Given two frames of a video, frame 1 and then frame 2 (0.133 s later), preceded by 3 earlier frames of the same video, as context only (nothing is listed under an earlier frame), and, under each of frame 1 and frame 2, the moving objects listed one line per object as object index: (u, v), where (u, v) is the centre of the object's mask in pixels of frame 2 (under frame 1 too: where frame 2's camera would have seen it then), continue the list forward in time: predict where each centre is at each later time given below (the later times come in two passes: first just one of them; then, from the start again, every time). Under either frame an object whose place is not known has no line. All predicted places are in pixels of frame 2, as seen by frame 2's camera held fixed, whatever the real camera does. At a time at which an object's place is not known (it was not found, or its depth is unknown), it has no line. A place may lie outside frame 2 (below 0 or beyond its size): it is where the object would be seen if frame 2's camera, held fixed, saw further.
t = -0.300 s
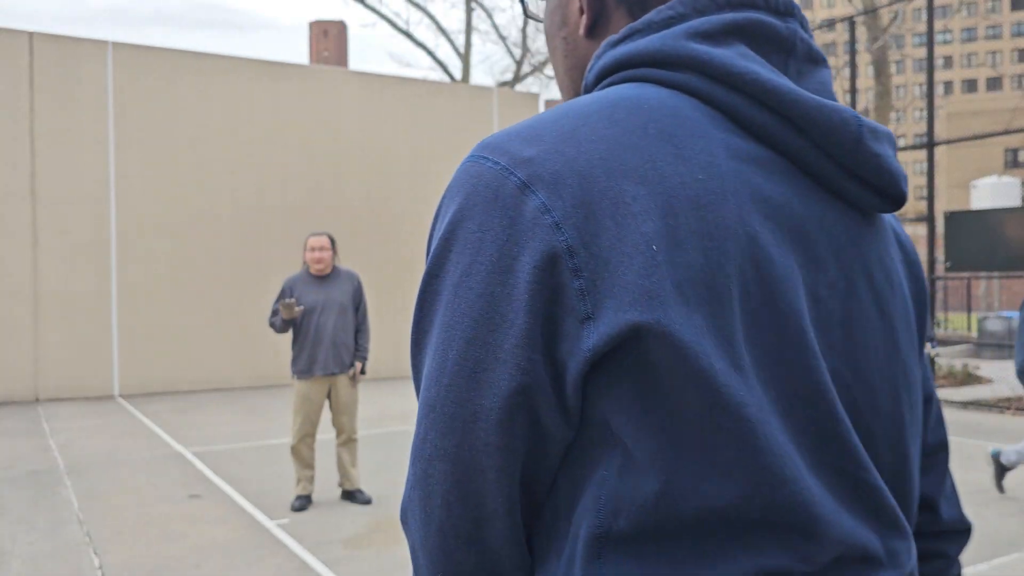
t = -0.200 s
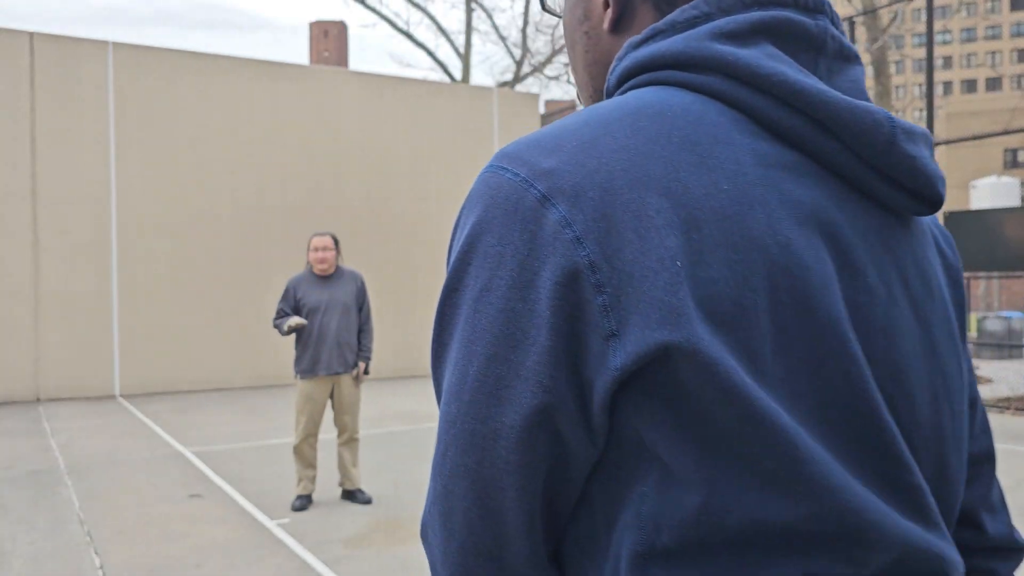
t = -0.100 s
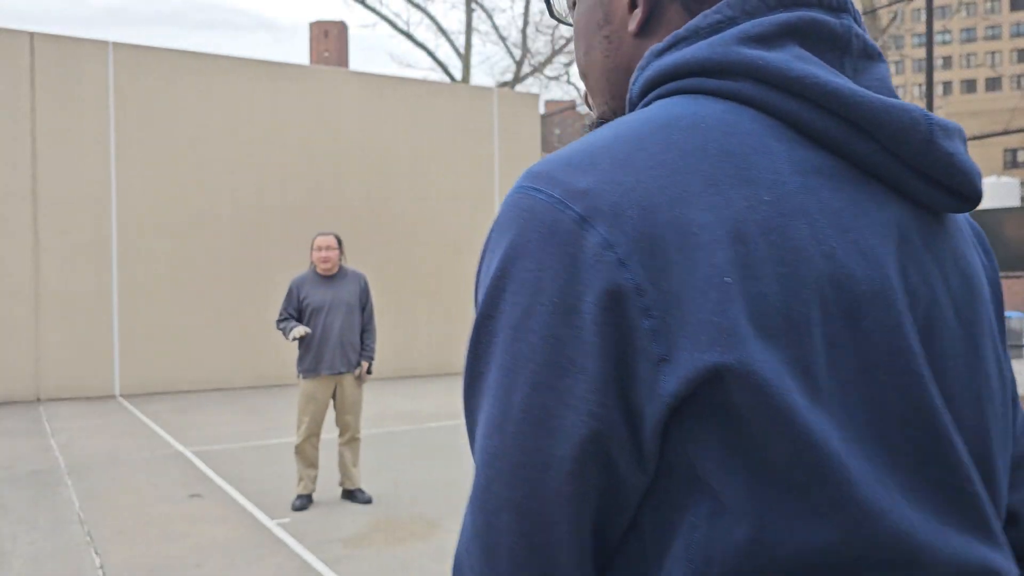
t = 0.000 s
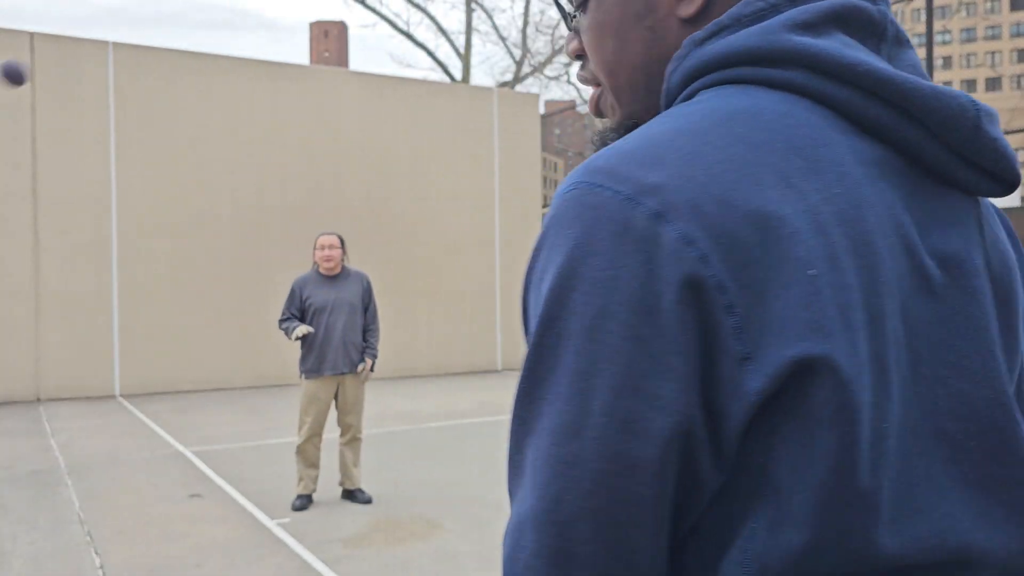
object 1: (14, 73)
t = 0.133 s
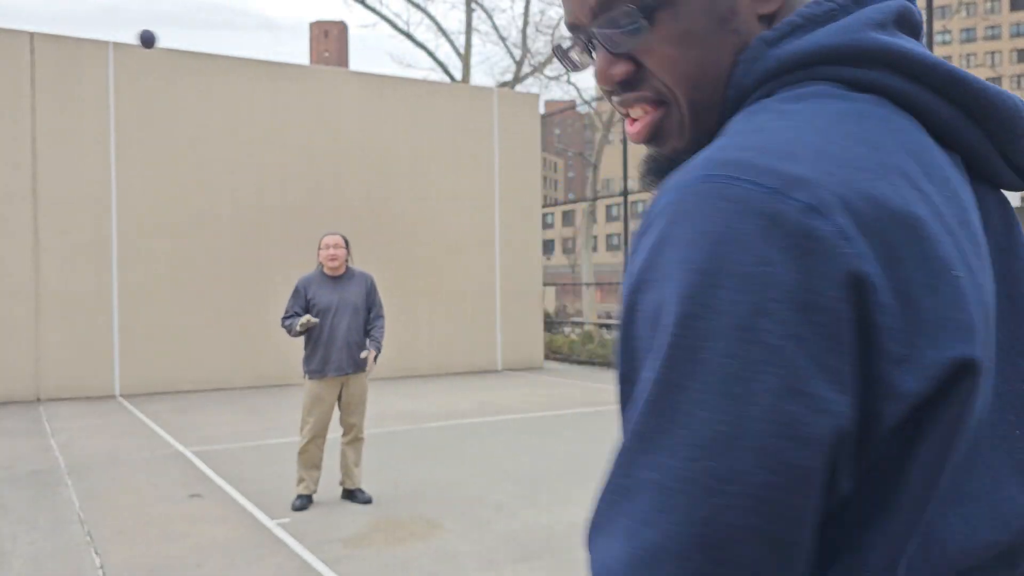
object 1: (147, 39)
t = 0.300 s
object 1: (235, 84)
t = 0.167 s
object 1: (169, 43)
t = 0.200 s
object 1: (189, 50)
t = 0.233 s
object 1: (207, 59)
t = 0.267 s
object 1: (222, 71)
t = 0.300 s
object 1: (235, 84)
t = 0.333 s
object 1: (247, 98)
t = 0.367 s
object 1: (257, 114)
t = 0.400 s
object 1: (266, 131)
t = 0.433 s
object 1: (273, 149)
